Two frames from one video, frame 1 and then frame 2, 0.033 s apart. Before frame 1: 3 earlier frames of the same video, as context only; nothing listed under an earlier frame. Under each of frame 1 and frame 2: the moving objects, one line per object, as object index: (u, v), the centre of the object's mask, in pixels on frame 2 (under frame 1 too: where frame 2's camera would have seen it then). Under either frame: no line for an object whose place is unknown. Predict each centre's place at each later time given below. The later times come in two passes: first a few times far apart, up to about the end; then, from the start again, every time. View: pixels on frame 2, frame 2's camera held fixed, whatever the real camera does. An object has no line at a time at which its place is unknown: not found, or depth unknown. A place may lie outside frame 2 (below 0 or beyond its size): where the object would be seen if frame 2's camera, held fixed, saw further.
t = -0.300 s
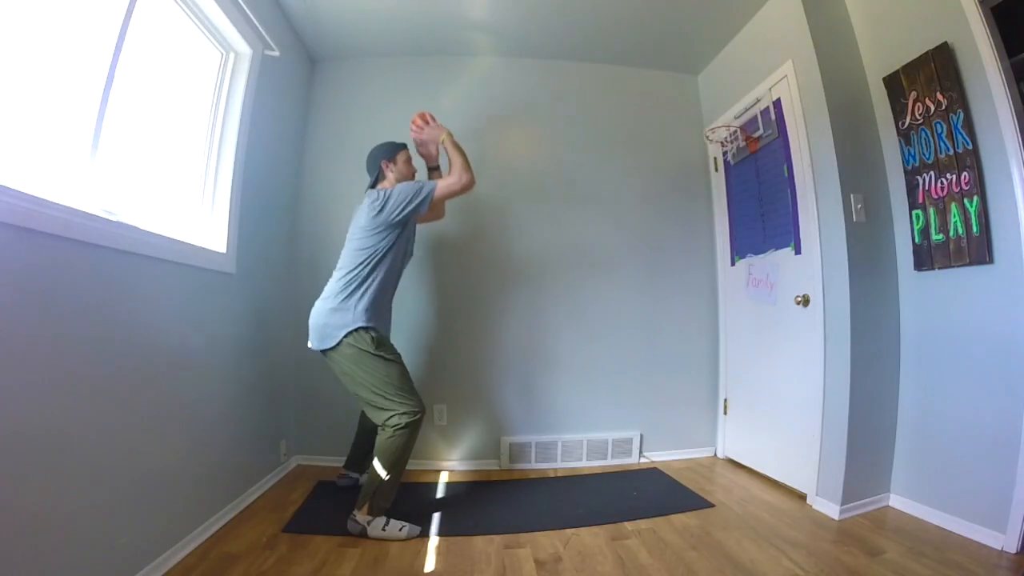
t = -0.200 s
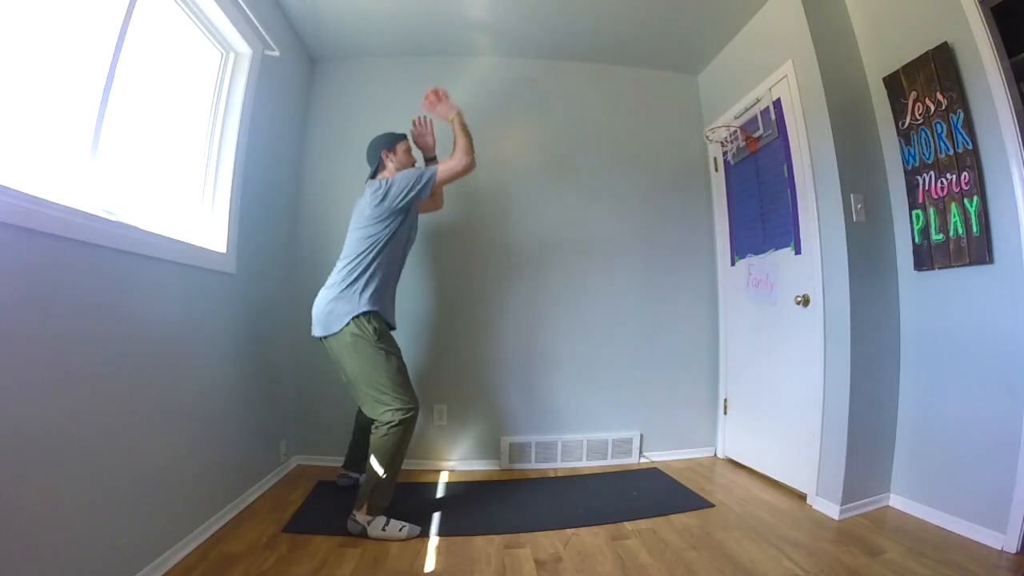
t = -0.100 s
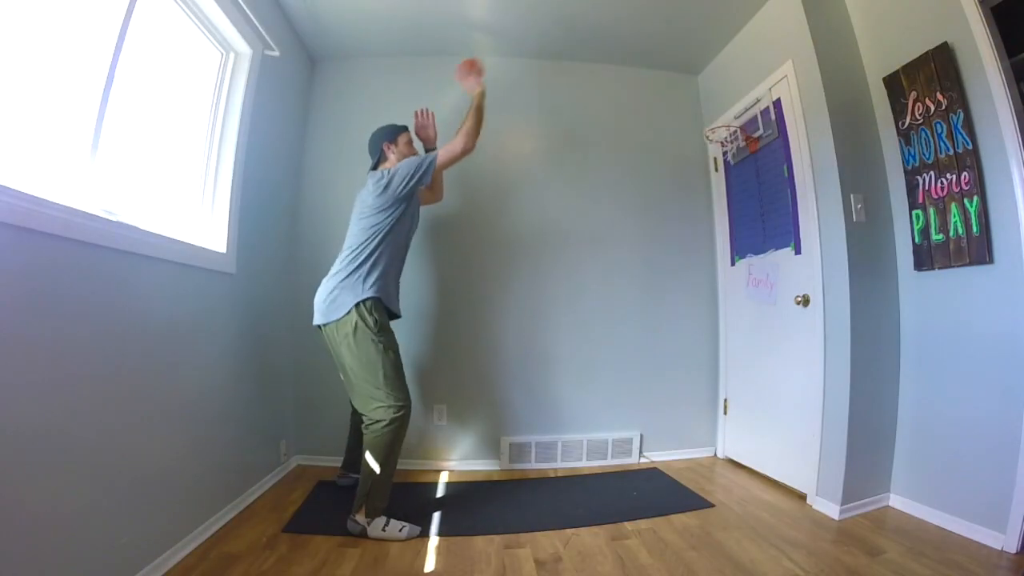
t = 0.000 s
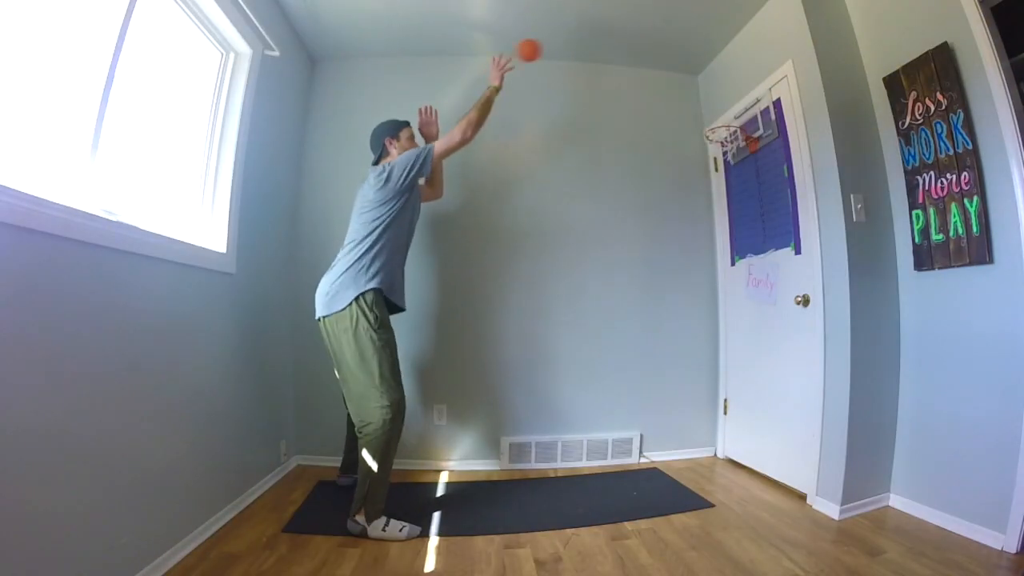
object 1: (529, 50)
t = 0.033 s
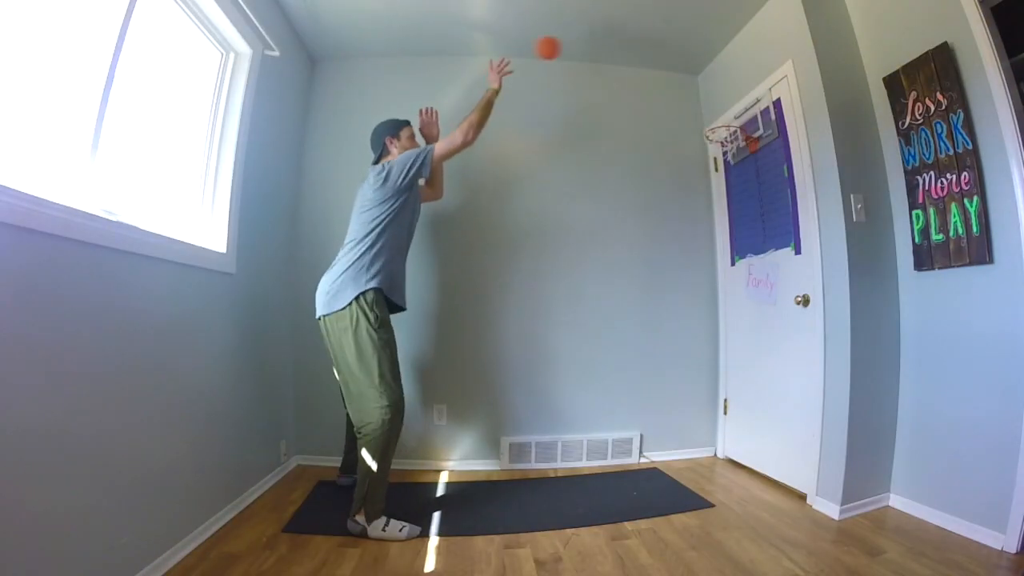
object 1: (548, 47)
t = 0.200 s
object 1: (639, 66)
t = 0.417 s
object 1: (739, 157)
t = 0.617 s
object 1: (743, 266)
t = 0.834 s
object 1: (718, 444)
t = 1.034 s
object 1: (678, 340)
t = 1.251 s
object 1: (651, 274)
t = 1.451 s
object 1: (647, 291)
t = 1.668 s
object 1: (641, 403)
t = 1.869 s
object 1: (627, 416)
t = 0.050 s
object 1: (557, 47)
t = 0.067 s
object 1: (566, 47)
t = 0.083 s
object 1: (575, 48)
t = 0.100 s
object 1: (585, 49)
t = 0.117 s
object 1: (594, 50)
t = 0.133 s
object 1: (603, 52)
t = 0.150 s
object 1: (612, 55)
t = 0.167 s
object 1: (621, 58)
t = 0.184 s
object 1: (630, 62)
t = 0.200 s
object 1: (639, 66)
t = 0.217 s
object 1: (648, 70)
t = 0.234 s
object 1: (658, 75)
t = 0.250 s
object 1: (666, 81)
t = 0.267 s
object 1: (675, 87)
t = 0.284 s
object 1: (684, 93)
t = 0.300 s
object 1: (692, 100)
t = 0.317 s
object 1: (701, 108)
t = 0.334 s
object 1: (709, 114)
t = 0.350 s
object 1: (717, 122)
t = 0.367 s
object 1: (726, 130)
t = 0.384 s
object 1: (737, 142)
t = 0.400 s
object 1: (737, 151)
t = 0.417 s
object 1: (739, 157)
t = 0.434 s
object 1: (740, 163)
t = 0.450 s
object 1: (741, 170)
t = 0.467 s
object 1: (742, 178)
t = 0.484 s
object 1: (744, 187)
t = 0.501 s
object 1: (745, 195)
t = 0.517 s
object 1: (746, 205)
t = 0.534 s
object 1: (747, 215)
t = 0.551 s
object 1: (748, 225)
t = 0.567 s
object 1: (747, 235)
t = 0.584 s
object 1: (745, 244)
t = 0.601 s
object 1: (745, 254)
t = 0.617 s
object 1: (743, 266)
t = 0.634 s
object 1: (743, 279)
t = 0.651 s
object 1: (741, 289)
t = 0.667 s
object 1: (739, 301)
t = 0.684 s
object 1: (737, 314)
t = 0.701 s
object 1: (735, 327)
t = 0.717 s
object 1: (733, 341)
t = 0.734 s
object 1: (732, 354)
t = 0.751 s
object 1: (729, 369)
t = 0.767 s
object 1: (727, 384)
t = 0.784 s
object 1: (725, 397)
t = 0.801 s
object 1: (722, 413)
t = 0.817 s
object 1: (720, 428)
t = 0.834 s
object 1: (718, 444)
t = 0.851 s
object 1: (715, 460)
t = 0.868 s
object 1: (712, 454)
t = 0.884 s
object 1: (708, 439)
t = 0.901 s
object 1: (706, 427)
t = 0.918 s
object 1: (703, 414)
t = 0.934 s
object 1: (700, 402)
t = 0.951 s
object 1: (696, 391)
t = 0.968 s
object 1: (693, 380)
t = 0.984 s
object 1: (689, 369)
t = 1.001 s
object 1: (686, 359)
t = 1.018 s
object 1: (682, 349)
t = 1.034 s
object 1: (678, 340)
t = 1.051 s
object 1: (675, 331)
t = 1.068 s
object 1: (671, 323)
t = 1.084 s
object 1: (669, 316)
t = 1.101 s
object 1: (664, 309)
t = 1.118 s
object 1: (661, 303)
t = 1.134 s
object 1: (657, 296)
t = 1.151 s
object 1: (655, 291)
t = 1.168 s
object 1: (654, 287)
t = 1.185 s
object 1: (654, 283)
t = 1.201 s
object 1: (653, 280)
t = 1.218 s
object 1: (652, 278)
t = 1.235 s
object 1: (652, 276)
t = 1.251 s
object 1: (651, 274)
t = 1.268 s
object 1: (651, 273)
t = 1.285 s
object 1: (650, 272)
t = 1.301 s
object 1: (650, 272)
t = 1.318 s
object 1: (650, 272)
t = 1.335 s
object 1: (649, 272)
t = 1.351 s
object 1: (649, 274)
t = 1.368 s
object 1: (648, 275)
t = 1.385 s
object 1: (648, 277)
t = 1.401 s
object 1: (648, 280)
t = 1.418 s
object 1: (647, 283)
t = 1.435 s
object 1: (647, 287)
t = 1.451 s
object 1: (647, 291)
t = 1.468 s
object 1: (646, 297)
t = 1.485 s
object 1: (646, 302)
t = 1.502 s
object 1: (646, 308)
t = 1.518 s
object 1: (646, 315)
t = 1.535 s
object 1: (646, 323)
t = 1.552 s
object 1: (645, 330)
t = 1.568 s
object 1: (645, 339)
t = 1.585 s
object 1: (644, 348)
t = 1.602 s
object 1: (643, 358)
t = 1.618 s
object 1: (643, 368)
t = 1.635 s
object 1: (643, 379)
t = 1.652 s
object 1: (642, 391)
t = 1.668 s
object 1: (641, 403)
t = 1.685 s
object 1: (641, 415)
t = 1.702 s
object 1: (640, 429)
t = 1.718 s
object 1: (639, 443)
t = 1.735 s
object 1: (638, 457)
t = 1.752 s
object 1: (637, 475)
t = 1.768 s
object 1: (636, 480)
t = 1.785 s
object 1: (634, 471)
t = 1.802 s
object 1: (633, 457)
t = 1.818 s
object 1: (630, 446)
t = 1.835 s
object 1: (629, 435)
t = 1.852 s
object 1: (628, 425)
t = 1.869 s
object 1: (627, 416)
